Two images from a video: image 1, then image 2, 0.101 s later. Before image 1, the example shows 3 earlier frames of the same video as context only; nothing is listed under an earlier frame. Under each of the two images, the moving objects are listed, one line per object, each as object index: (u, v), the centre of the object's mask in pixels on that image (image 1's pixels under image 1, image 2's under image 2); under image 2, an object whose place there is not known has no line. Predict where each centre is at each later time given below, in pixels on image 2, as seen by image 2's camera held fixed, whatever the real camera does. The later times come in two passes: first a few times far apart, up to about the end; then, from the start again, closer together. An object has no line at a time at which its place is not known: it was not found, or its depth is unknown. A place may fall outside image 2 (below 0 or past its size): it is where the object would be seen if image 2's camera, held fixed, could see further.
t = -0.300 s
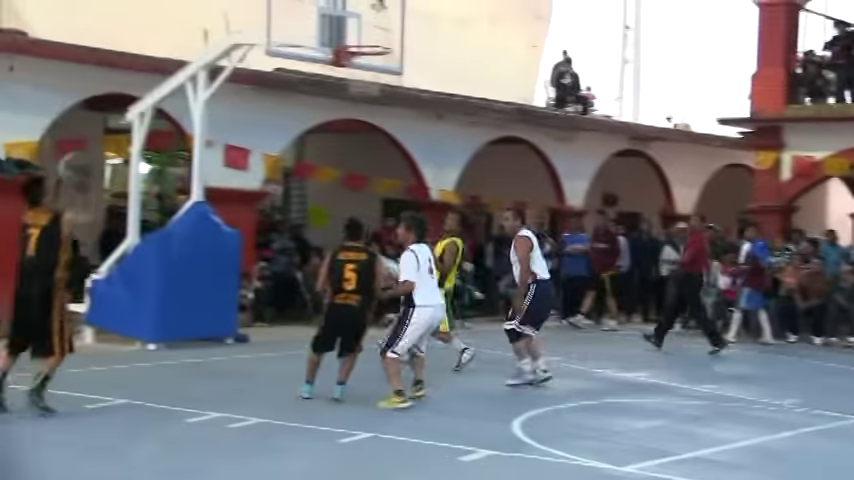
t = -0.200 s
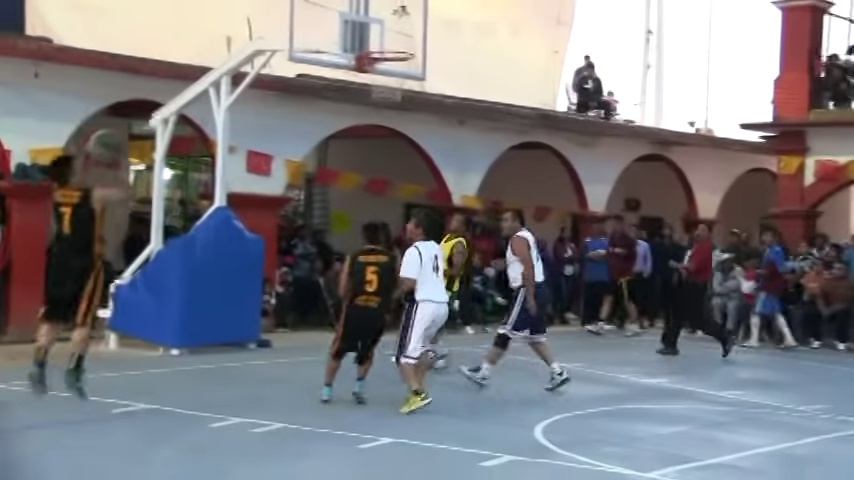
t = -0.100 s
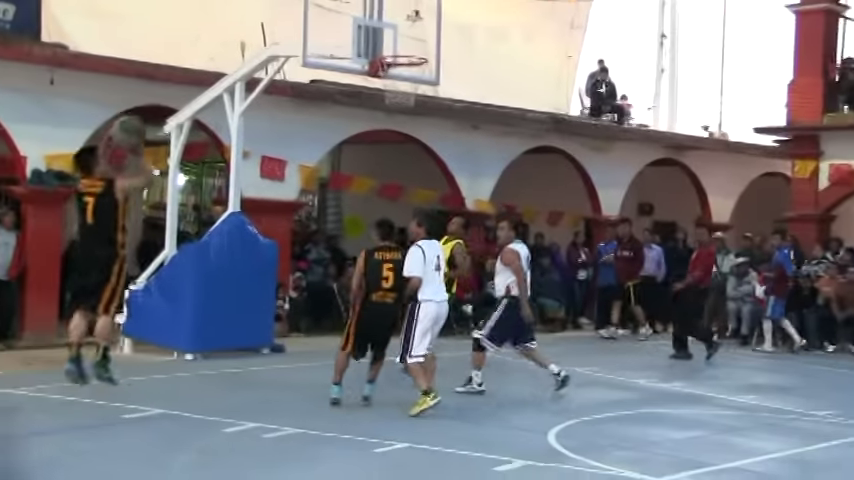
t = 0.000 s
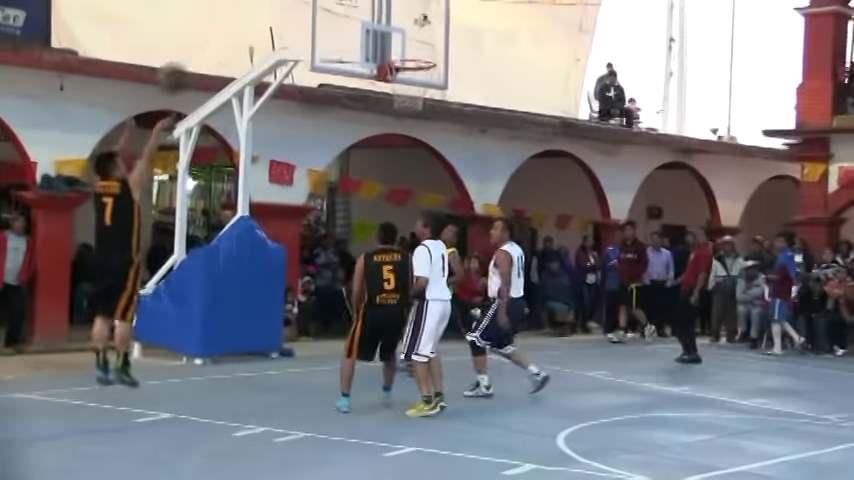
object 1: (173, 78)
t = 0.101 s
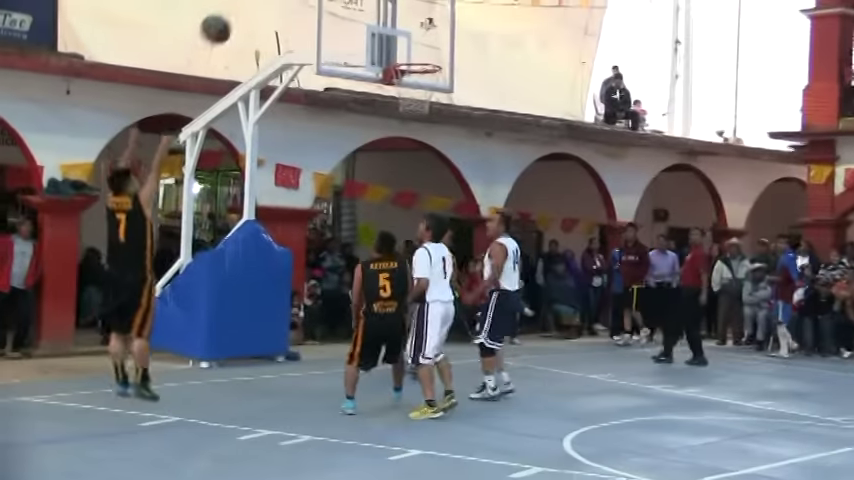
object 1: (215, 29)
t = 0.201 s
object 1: (252, 0)
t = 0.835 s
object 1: (430, 35)
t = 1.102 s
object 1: (492, 70)
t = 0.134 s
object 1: (227, 14)
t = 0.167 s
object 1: (240, 6)
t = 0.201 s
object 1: (252, 0)
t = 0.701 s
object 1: (398, -1)
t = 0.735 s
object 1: (406, 3)
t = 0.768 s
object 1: (415, 11)
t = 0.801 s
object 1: (423, 23)
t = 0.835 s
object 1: (430, 35)
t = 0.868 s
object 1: (438, 49)
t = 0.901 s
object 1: (445, 54)
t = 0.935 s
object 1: (453, 54)
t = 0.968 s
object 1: (461, 55)
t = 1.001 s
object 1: (469, 57)
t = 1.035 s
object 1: (477, 60)
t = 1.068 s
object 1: (484, 64)
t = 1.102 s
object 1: (492, 70)
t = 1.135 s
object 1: (499, 76)
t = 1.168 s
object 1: (507, 84)
